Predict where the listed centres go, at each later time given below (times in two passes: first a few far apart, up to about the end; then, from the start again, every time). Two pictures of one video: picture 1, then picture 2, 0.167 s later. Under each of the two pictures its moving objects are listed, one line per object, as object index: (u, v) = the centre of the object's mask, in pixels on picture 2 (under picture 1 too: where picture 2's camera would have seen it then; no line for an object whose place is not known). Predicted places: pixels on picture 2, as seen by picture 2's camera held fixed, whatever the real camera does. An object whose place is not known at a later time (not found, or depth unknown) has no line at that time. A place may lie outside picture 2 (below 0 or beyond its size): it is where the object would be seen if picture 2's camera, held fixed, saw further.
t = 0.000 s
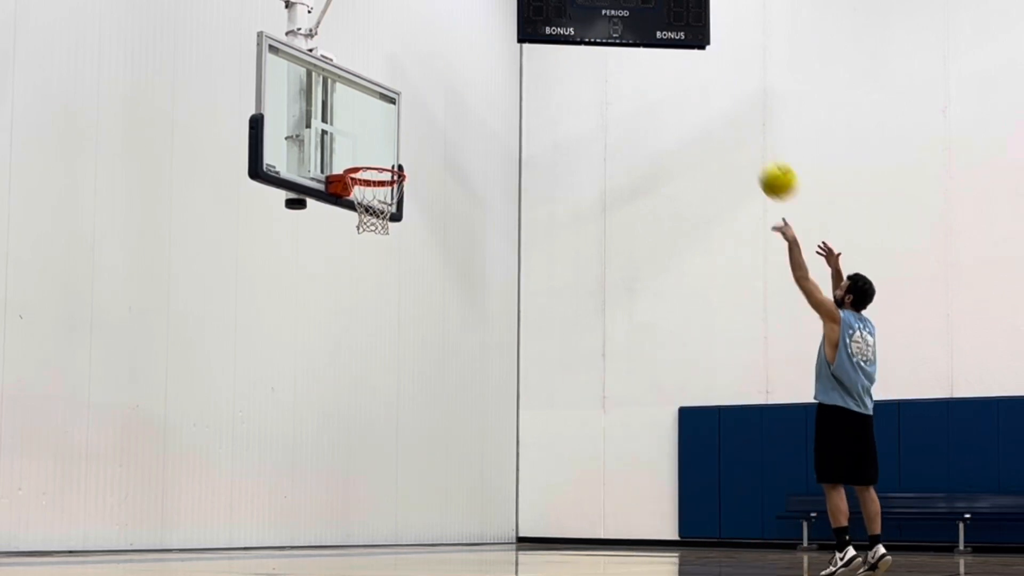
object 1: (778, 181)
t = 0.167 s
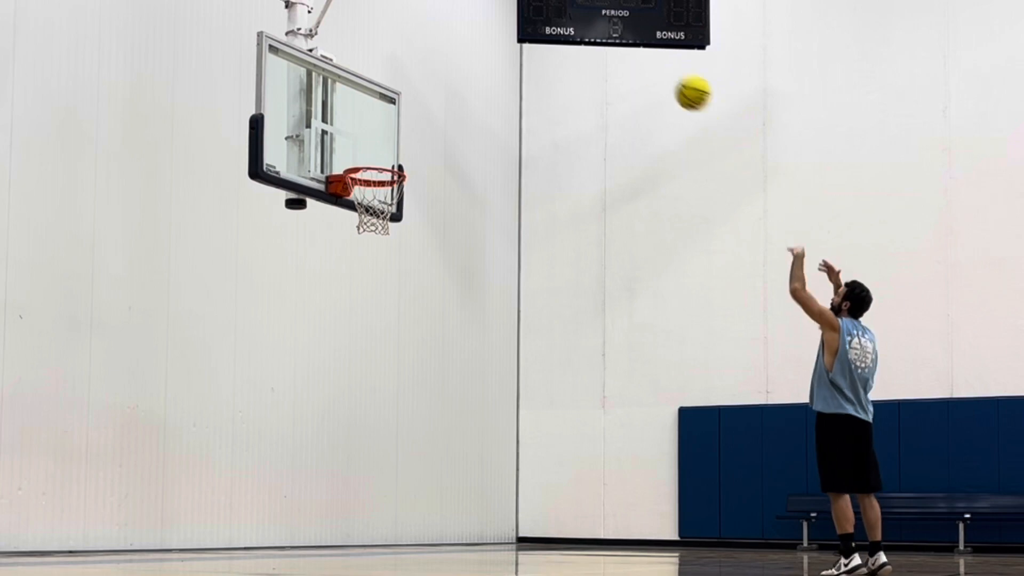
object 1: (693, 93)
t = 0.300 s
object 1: (629, 53)
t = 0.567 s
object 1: (510, 47)
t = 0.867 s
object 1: (388, 146)
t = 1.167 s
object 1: (345, 154)
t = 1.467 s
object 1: (380, 170)
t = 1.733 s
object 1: (368, 210)
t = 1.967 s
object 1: (367, 252)
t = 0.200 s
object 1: (677, 81)
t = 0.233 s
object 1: (661, 70)
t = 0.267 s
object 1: (645, 61)
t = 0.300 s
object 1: (629, 53)
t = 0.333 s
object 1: (613, 47)
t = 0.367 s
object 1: (598, 42)
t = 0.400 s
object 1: (583, 40)
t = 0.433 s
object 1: (568, 38)
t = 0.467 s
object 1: (553, 38)
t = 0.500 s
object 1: (538, 40)
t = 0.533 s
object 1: (525, 43)
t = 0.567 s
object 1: (510, 47)
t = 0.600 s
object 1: (496, 54)
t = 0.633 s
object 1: (482, 60)
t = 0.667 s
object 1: (468, 69)
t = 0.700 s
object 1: (454, 78)
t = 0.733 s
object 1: (441, 90)
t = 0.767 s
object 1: (427, 102)
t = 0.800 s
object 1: (414, 115)
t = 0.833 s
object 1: (401, 130)
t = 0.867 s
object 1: (388, 146)
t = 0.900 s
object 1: (378, 154)
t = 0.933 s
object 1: (372, 152)
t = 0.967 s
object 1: (367, 150)
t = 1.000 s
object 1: (361, 149)
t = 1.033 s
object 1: (356, 150)
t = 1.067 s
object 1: (350, 153)
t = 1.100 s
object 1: (345, 156)
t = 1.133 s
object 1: (340, 158)
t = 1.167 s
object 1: (345, 154)
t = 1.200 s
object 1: (350, 151)
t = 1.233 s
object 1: (355, 149)
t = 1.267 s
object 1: (360, 149)
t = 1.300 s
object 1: (365, 150)
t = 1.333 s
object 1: (370, 153)
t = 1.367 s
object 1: (375, 155)
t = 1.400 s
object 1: (380, 162)
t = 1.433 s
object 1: (382, 166)
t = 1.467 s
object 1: (380, 170)
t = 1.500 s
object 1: (378, 174)
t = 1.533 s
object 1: (377, 180)
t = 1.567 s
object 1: (374, 187)
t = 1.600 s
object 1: (372, 196)
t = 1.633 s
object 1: (371, 203)
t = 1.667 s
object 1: (369, 206)
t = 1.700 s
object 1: (369, 208)
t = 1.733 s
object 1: (368, 210)
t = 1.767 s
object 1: (368, 212)
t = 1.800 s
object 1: (367, 216)
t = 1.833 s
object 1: (367, 220)
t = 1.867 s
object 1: (367, 226)
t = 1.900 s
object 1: (368, 233)
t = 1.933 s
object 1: (367, 242)
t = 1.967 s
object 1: (367, 252)
